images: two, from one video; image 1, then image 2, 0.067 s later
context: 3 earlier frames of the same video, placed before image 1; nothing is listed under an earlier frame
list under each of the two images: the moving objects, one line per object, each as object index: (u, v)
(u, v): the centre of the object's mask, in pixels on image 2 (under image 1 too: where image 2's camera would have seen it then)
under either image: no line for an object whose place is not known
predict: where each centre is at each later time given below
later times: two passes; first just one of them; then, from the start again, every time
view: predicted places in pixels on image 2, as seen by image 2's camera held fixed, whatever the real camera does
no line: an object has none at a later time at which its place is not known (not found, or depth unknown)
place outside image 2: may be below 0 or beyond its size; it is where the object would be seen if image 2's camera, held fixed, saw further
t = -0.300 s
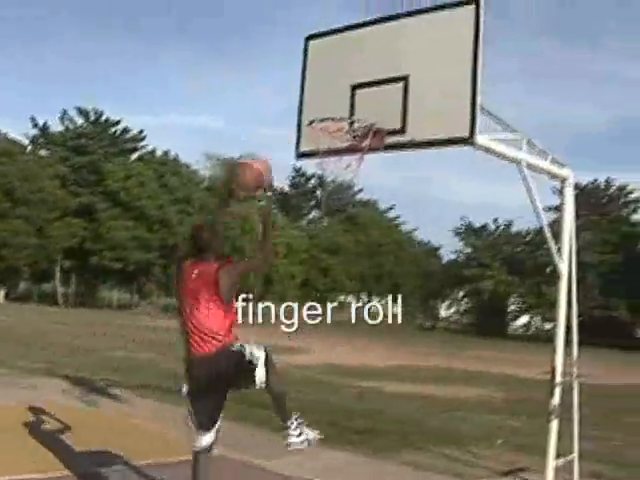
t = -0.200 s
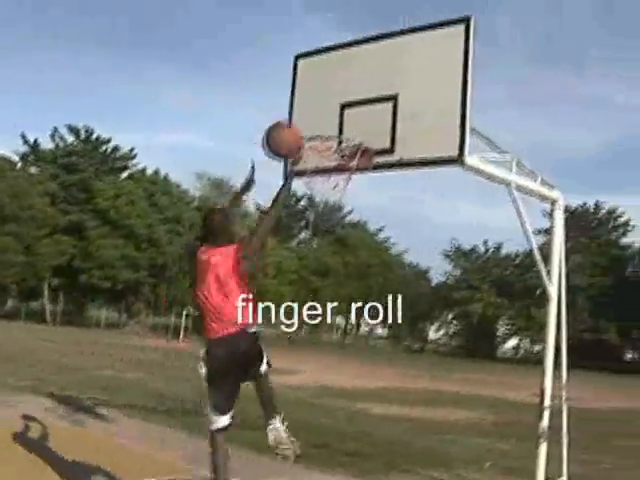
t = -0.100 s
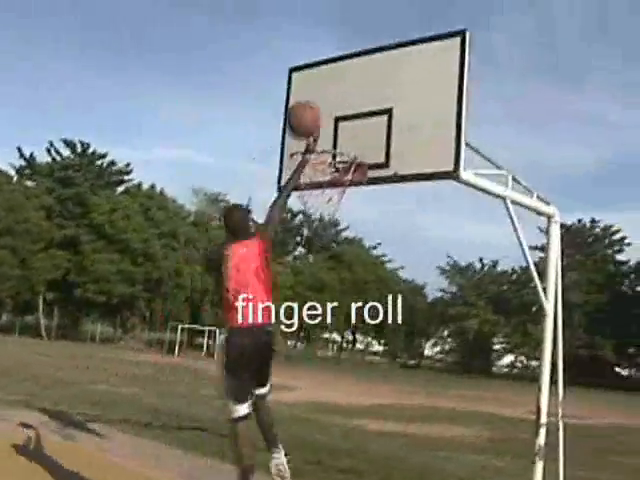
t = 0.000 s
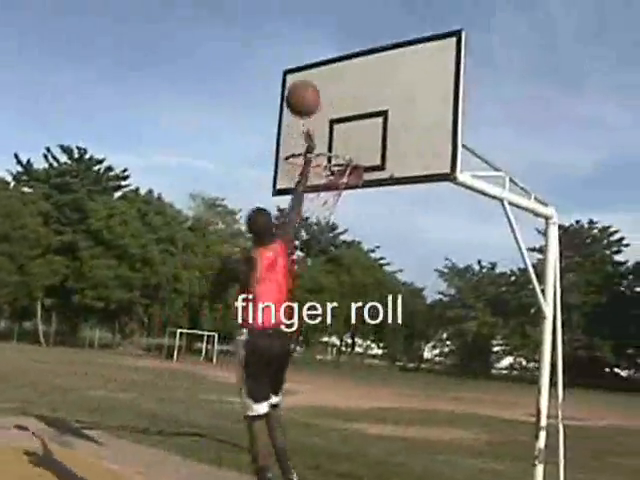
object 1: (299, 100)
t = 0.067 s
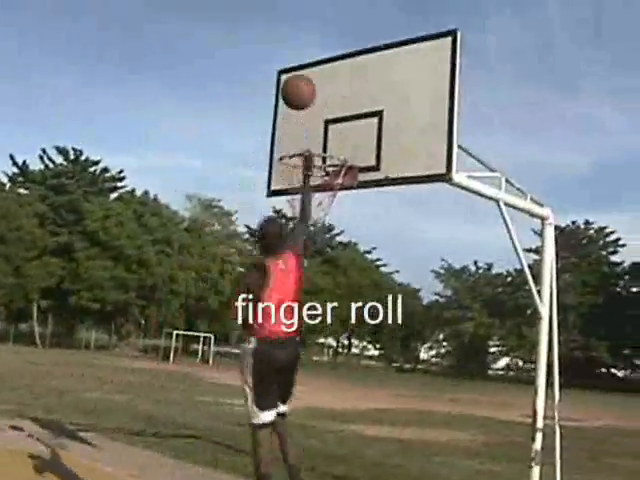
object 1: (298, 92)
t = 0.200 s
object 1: (297, 92)
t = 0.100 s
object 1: (298, 90)
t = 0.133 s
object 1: (298, 89)
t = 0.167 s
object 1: (297, 90)
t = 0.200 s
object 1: (297, 92)
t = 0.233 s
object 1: (296, 96)
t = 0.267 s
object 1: (296, 101)
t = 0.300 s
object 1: (294, 107)
